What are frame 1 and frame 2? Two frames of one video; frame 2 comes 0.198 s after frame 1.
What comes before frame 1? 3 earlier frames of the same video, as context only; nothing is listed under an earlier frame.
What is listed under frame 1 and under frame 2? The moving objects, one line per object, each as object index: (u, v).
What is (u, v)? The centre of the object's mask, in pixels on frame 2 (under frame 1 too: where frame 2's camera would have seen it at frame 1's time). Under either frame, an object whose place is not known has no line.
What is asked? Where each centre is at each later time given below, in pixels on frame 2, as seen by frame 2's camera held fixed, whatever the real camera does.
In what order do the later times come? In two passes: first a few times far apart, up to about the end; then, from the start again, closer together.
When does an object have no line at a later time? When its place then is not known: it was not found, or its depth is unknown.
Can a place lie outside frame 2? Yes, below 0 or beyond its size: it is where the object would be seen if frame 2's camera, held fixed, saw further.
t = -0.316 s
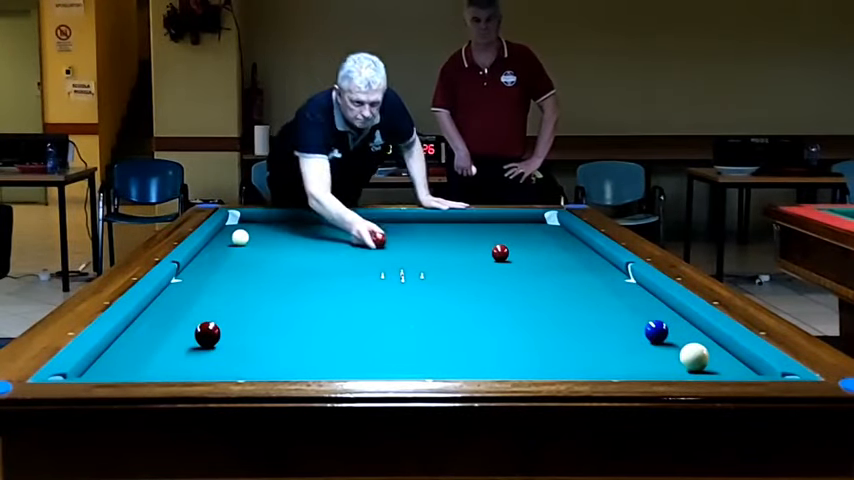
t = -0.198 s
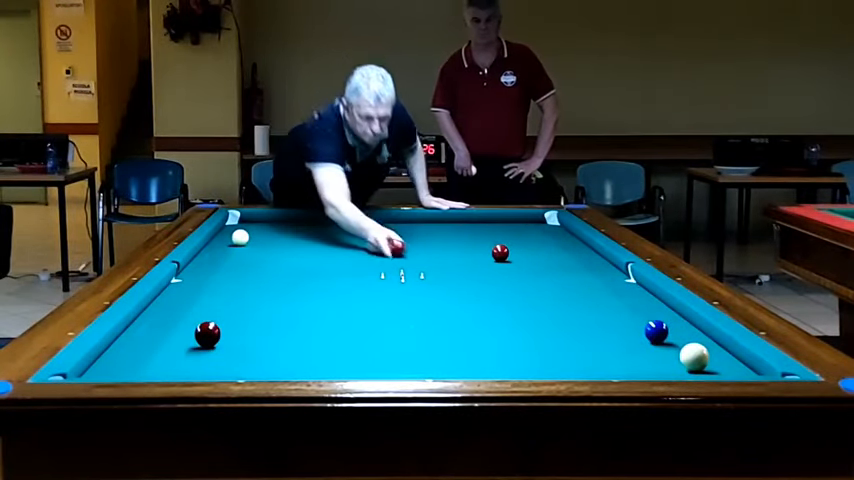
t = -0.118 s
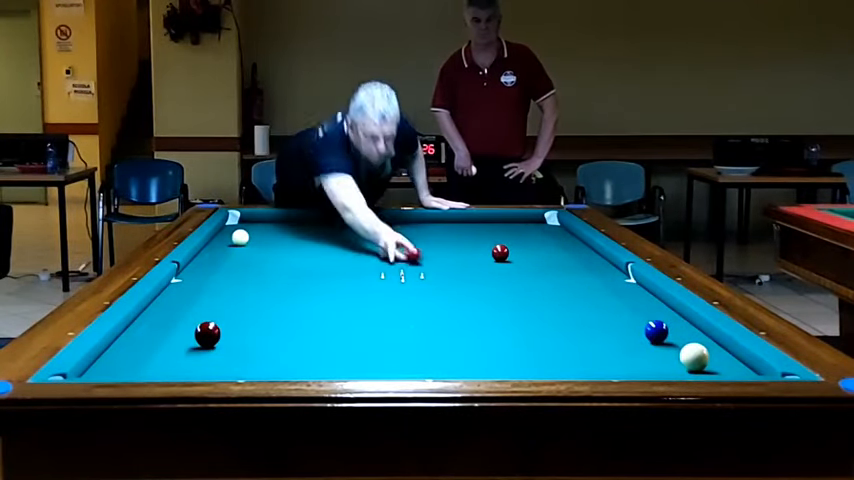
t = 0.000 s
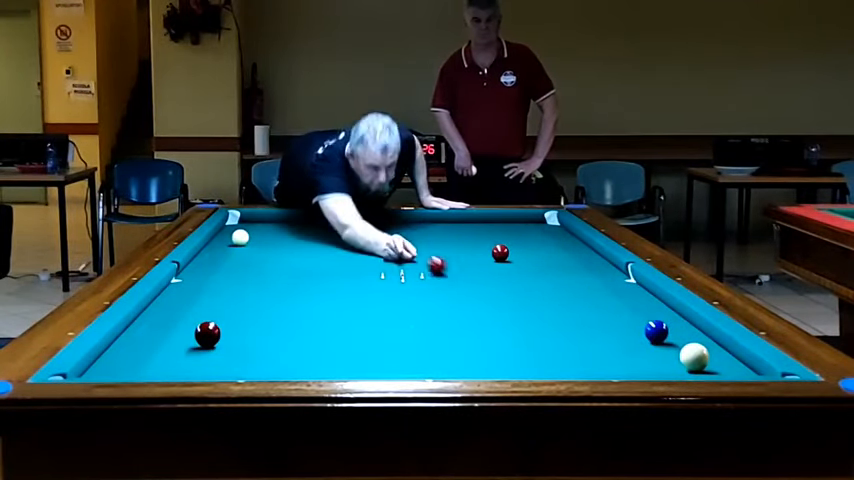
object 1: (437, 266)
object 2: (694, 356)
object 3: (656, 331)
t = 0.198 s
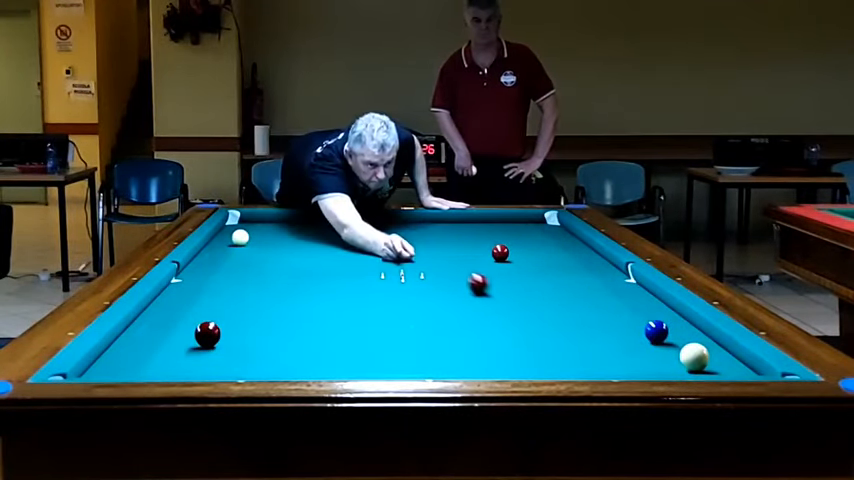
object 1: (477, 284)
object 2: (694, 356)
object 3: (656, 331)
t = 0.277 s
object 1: (495, 291)
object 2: (694, 356)
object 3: (656, 331)
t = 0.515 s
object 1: (541, 312)
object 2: (694, 356)
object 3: (656, 331)
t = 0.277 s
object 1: (495, 291)
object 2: (694, 356)
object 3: (656, 331)
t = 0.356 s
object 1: (503, 295)
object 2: (694, 356)
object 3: (656, 331)
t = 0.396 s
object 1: (512, 299)
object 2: (694, 356)
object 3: (656, 331)
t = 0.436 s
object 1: (522, 303)
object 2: (694, 356)
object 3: (656, 331)
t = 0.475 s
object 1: (531, 307)
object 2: (694, 356)
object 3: (656, 331)
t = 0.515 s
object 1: (541, 312)
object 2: (694, 356)
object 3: (656, 331)
